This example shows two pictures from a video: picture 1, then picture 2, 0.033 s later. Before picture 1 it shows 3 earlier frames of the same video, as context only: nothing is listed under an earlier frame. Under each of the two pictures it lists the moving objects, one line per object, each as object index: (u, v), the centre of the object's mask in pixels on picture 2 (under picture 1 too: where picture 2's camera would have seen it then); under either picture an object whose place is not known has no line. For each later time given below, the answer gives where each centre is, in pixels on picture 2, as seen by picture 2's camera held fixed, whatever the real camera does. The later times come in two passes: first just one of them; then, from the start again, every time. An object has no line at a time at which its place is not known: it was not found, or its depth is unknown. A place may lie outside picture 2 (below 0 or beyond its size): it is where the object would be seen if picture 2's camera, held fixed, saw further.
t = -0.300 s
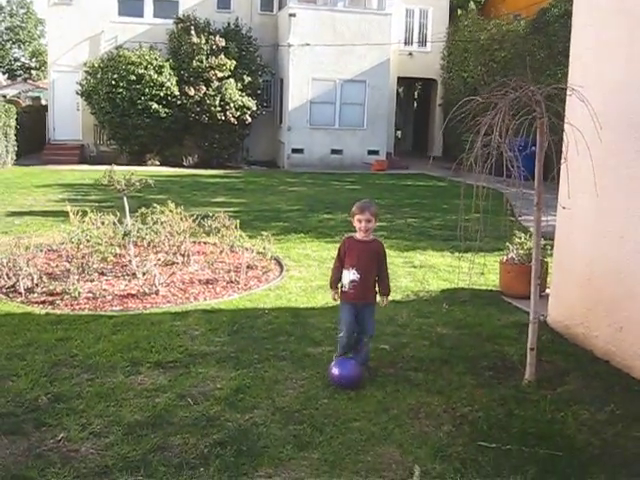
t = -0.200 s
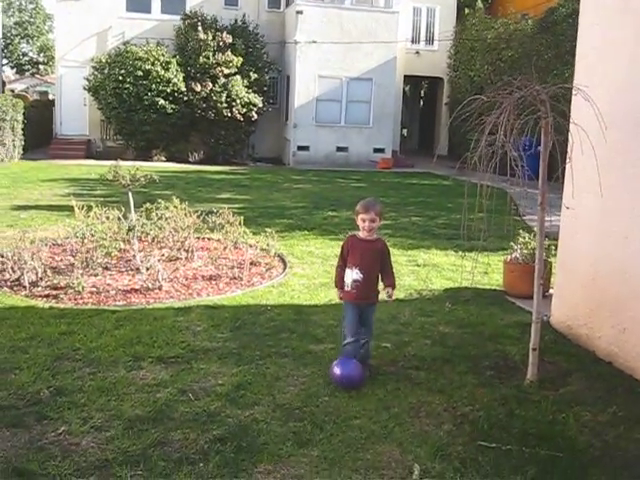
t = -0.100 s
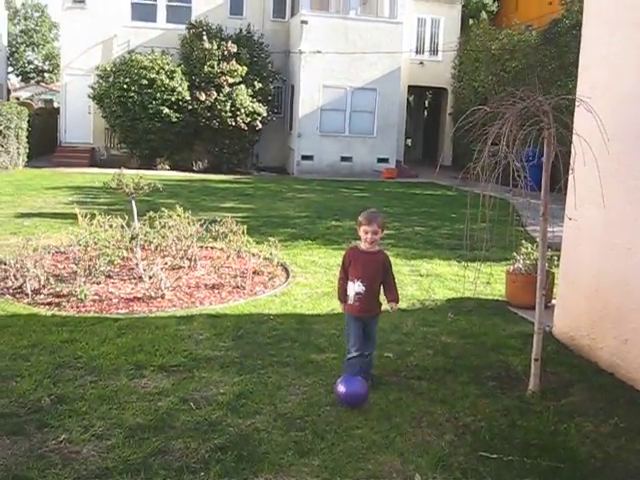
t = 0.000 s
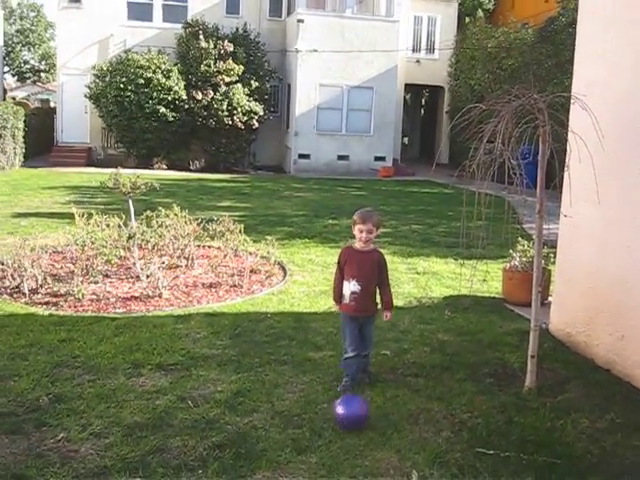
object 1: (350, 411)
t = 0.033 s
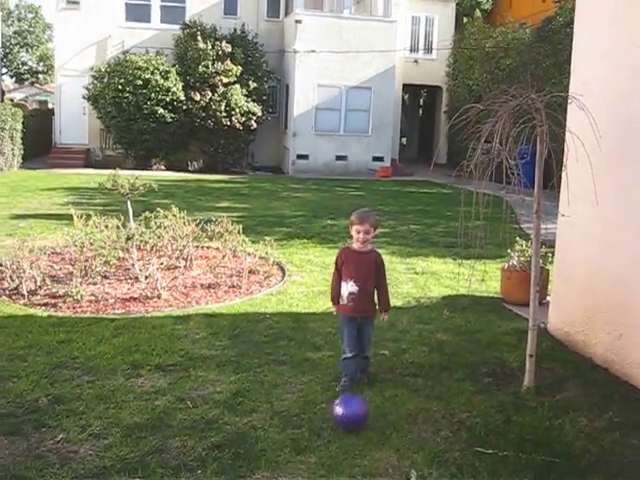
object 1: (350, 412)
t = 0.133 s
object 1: (350, 420)
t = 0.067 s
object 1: (350, 413)
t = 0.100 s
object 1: (351, 415)
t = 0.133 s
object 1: (350, 420)
